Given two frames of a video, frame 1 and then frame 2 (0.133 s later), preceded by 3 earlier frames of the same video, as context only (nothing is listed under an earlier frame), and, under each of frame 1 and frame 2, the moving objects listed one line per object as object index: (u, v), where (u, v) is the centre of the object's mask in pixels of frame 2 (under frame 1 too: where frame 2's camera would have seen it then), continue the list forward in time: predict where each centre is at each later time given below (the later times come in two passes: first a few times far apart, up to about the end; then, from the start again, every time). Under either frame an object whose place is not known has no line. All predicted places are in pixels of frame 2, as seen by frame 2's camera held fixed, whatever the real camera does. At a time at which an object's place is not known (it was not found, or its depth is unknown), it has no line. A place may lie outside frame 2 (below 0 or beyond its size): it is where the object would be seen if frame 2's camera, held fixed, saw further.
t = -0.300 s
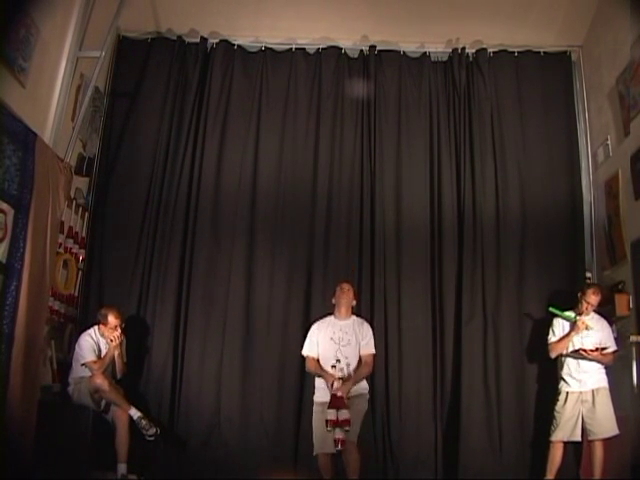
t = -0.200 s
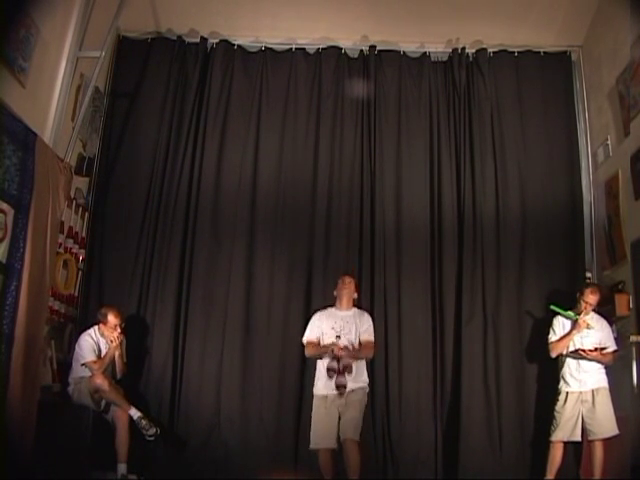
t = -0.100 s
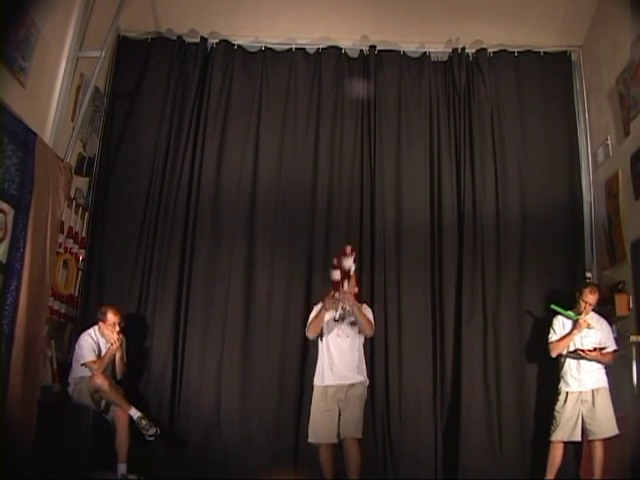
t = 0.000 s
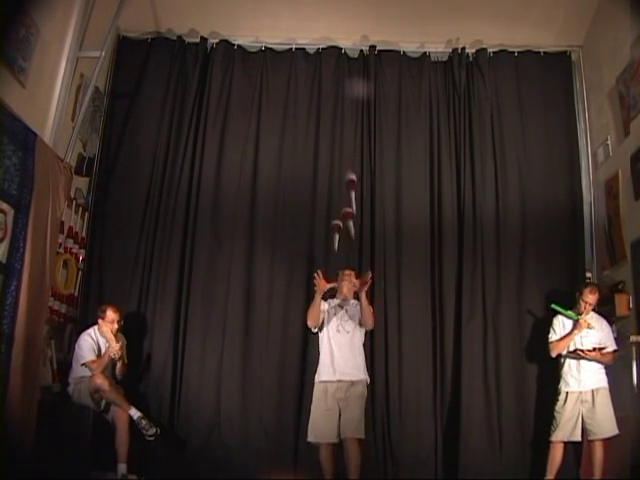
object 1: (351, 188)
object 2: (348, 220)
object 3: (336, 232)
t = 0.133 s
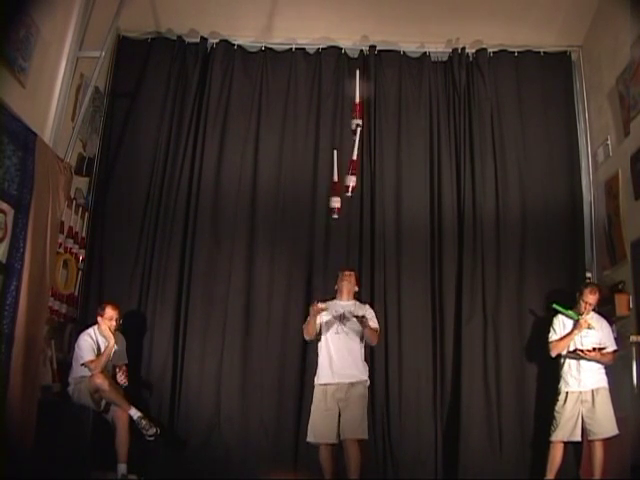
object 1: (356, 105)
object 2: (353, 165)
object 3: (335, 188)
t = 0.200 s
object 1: (355, 84)
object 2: (357, 147)
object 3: (334, 176)
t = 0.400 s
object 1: (351, 43)
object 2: (371, 122)
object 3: (331, 173)
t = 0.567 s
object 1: (349, 52)
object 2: (382, 142)
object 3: (325, 213)
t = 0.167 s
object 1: (356, 97)
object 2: (355, 157)
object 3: (334, 182)
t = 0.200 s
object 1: (355, 84)
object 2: (357, 147)
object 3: (334, 176)
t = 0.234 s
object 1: (355, 75)
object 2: (359, 140)
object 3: (333, 170)
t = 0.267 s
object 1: (354, 67)
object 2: (362, 133)
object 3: (333, 166)
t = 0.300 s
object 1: (354, 60)
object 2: (364, 129)
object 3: (332, 166)
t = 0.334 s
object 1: (353, 54)
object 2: (366, 125)
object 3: (332, 168)
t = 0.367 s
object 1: (352, 50)
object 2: (368, 123)
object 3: (331, 170)
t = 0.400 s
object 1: (351, 43)
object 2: (371, 122)
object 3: (331, 173)
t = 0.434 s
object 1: (351, 40)
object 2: (373, 123)
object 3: (329, 178)
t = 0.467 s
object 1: (351, 38)
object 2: (375, 126)
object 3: (328, 184)
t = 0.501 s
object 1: (350, 38)
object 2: (377, 130)
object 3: (327, 193)
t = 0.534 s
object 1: (350, 39)
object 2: (380, 135)
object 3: (326, 201)
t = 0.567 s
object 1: (349, 52)
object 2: (382, 142)
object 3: (325, 213)
